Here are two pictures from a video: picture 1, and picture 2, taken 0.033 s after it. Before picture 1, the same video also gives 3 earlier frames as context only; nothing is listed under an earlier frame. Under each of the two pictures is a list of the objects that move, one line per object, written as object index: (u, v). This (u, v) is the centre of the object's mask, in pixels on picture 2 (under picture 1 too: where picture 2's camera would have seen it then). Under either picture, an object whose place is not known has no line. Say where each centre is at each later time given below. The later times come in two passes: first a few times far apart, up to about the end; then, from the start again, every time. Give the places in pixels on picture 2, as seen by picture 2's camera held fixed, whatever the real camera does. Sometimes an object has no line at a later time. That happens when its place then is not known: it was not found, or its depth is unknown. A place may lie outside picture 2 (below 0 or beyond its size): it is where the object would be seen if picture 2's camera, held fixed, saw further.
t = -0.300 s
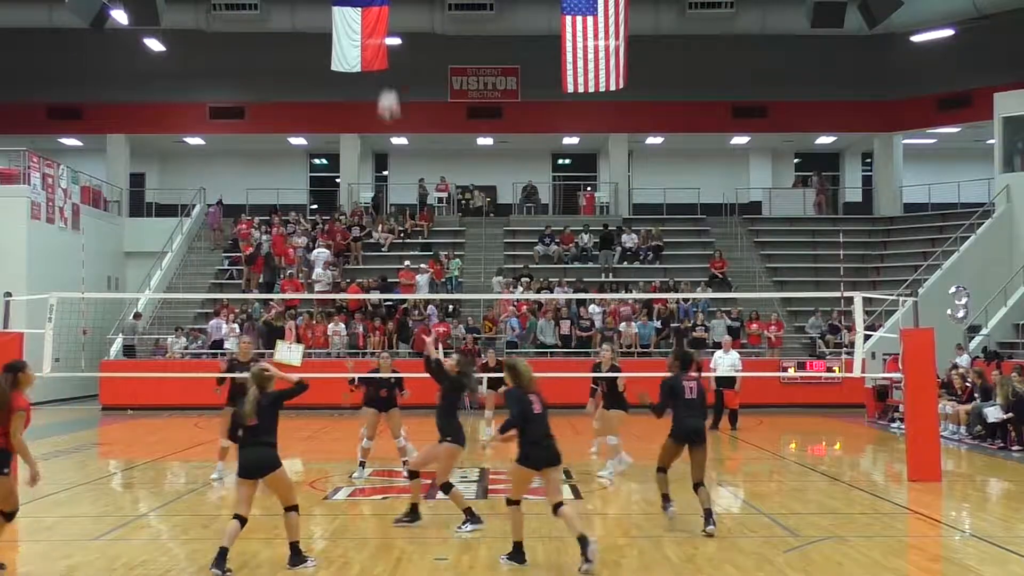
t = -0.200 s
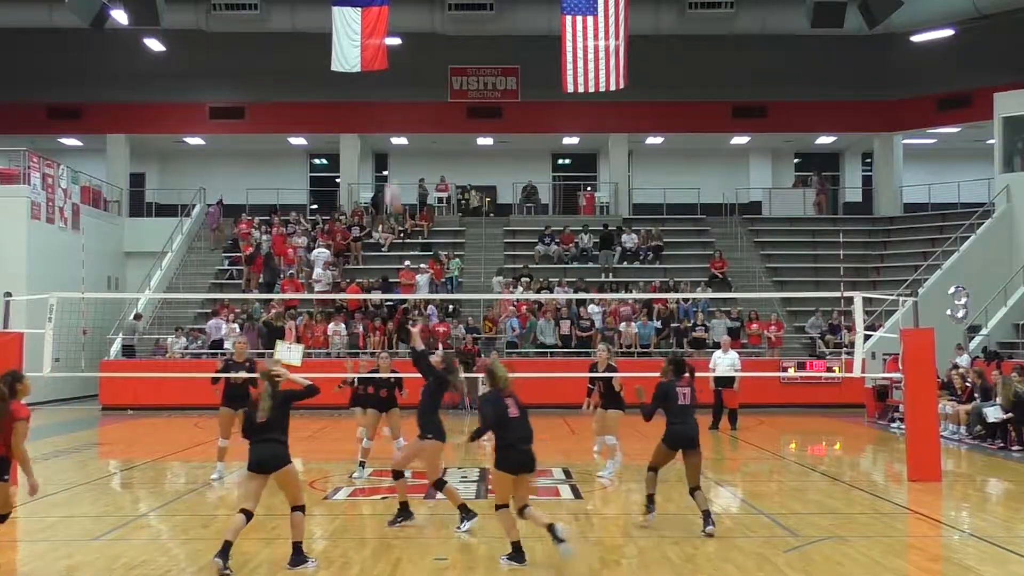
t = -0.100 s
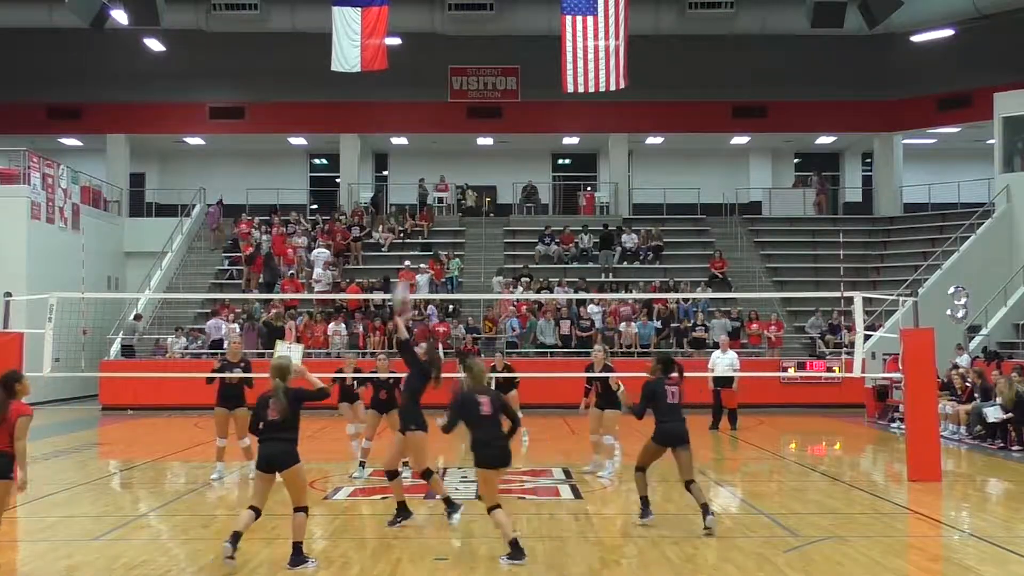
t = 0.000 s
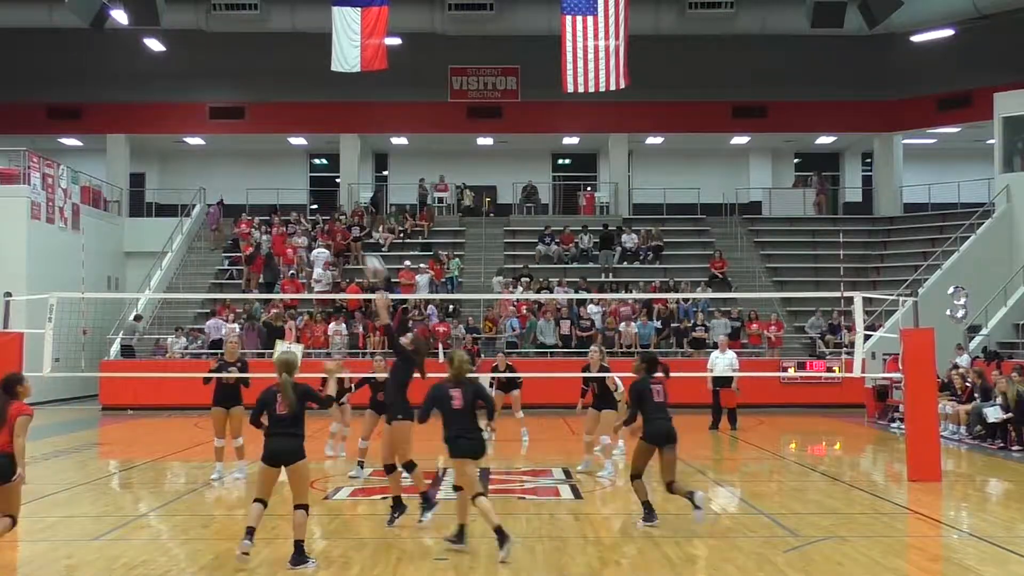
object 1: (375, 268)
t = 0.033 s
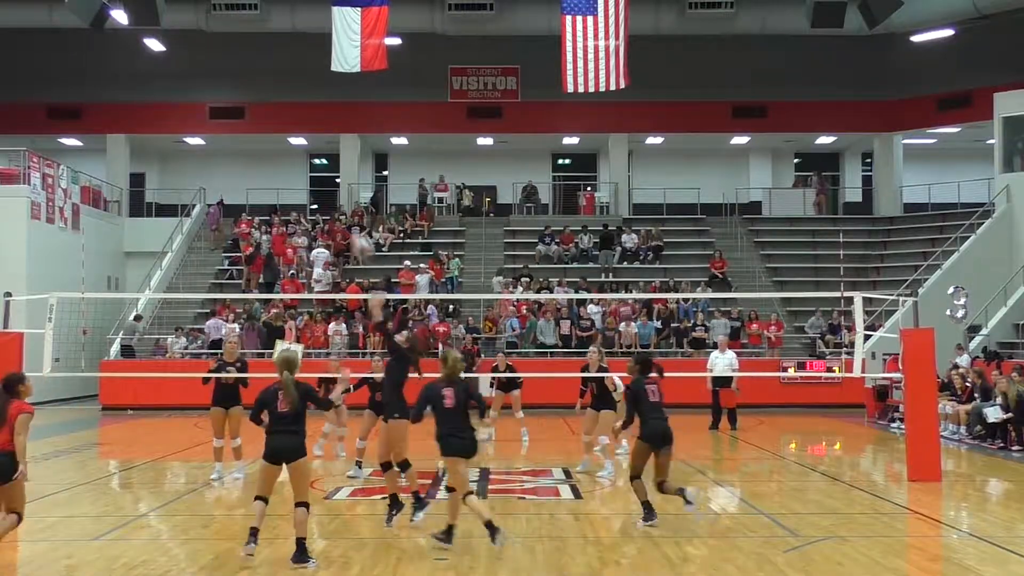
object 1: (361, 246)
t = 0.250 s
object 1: (285, 140)
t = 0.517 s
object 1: (197, 84)
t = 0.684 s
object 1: (145, 85)
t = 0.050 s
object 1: (356, 236)
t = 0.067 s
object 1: (351, 226)
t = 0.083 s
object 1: (345, 216)
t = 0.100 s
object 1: (339, 209)
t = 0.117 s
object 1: (332, 200)
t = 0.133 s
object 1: (326, 191)
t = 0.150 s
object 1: (321, 183)
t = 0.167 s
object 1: (316, 175)
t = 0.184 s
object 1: (310, 166)
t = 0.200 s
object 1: (304, 159)
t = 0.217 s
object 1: (296, 154)
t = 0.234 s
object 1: (291, 146)
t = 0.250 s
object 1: (285, 140)
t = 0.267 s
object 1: (279, 134)
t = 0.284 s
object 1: (274, 127)
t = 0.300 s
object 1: (268, 124)
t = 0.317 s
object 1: (263, 120)
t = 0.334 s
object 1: (257, 115)
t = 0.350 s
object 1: (251, 110)
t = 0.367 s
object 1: (246, 106)
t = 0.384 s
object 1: (240, 103)
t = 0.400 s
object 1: (235, 99)
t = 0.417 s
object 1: (229, 96)
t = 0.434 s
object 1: (224, 93)
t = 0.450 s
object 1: (219, 91)
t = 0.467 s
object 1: (213, 89)
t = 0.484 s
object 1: (208, 87)
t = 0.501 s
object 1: (203, 85)
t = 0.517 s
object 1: (197, 84)
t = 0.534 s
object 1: (192, 83)
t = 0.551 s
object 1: (187, 82)
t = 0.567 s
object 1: (182, 82)
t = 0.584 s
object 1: (176, 82)
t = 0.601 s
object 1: (171, 82)
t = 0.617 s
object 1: (166, 82)
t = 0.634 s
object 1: (161, 82)
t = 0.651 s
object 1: (155, 83)
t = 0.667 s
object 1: (150, 84)
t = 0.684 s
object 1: (145, 85)
